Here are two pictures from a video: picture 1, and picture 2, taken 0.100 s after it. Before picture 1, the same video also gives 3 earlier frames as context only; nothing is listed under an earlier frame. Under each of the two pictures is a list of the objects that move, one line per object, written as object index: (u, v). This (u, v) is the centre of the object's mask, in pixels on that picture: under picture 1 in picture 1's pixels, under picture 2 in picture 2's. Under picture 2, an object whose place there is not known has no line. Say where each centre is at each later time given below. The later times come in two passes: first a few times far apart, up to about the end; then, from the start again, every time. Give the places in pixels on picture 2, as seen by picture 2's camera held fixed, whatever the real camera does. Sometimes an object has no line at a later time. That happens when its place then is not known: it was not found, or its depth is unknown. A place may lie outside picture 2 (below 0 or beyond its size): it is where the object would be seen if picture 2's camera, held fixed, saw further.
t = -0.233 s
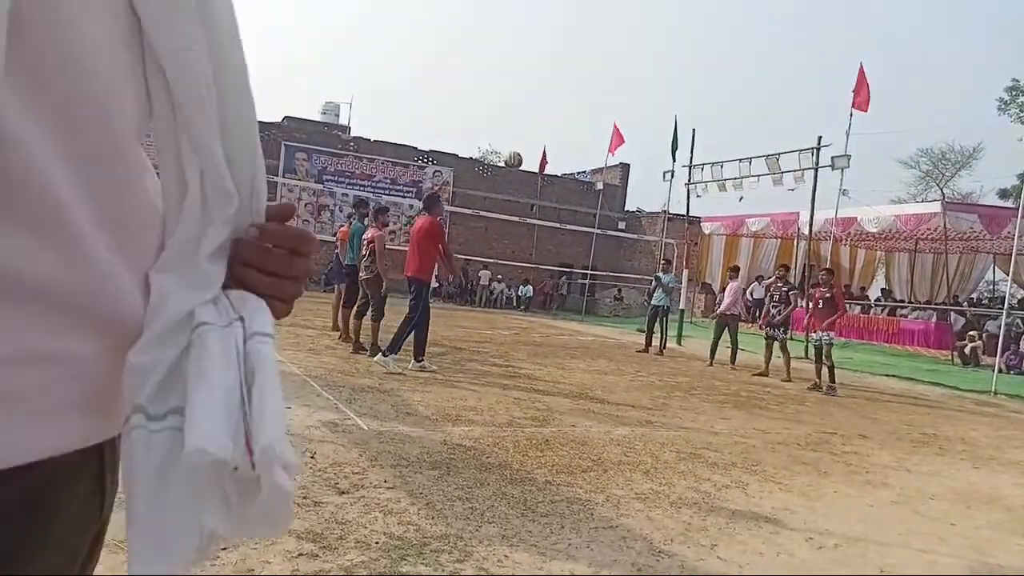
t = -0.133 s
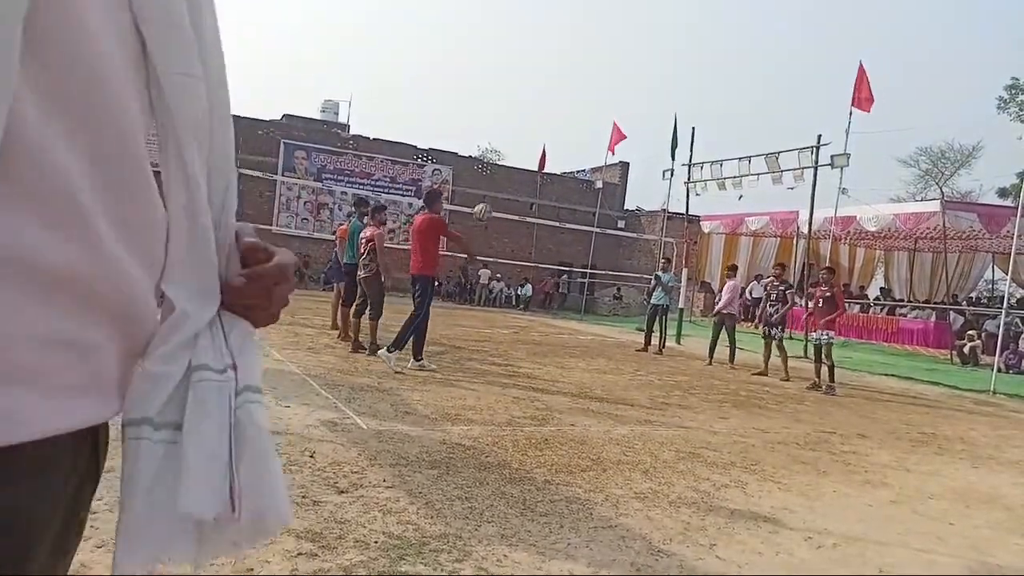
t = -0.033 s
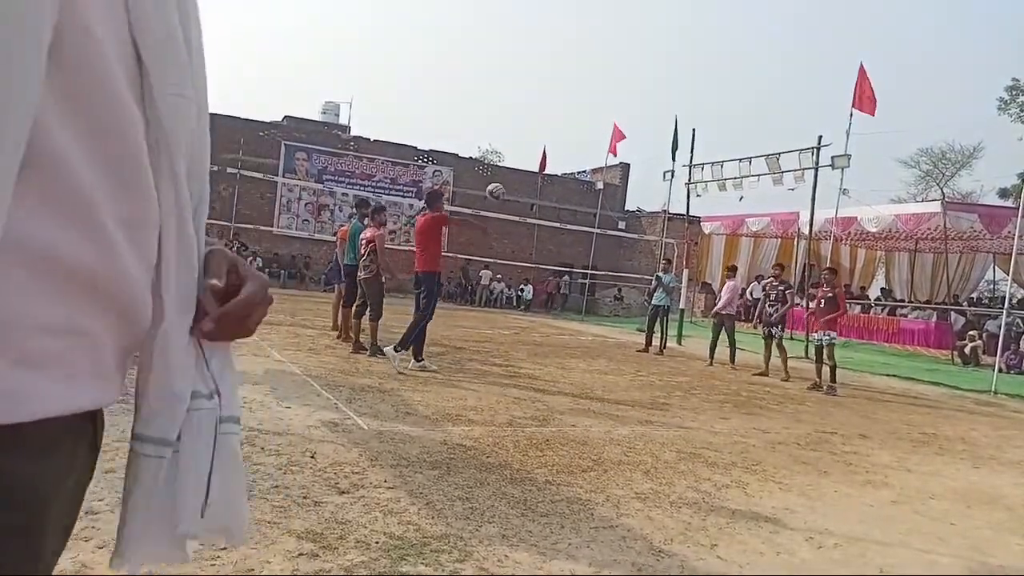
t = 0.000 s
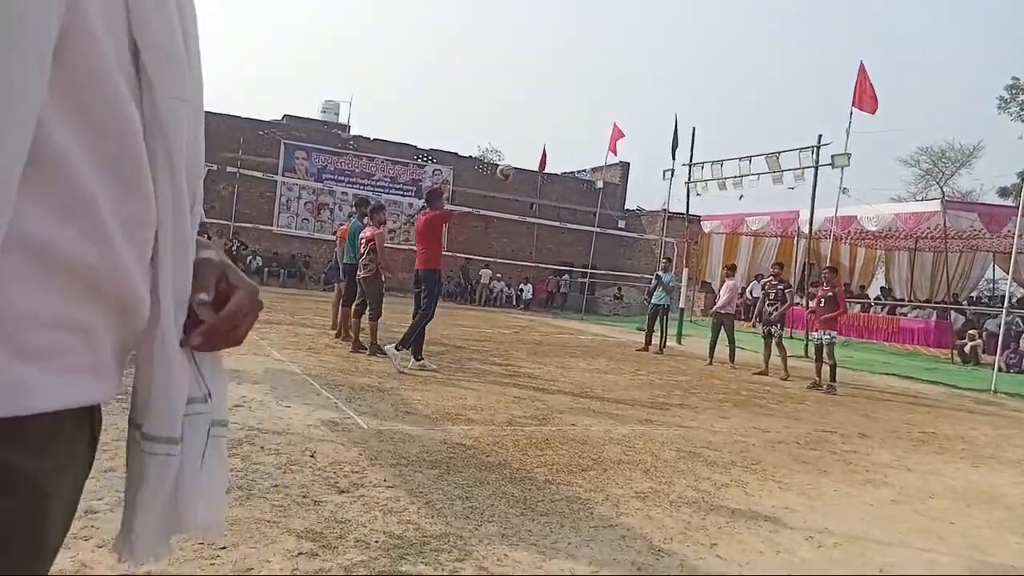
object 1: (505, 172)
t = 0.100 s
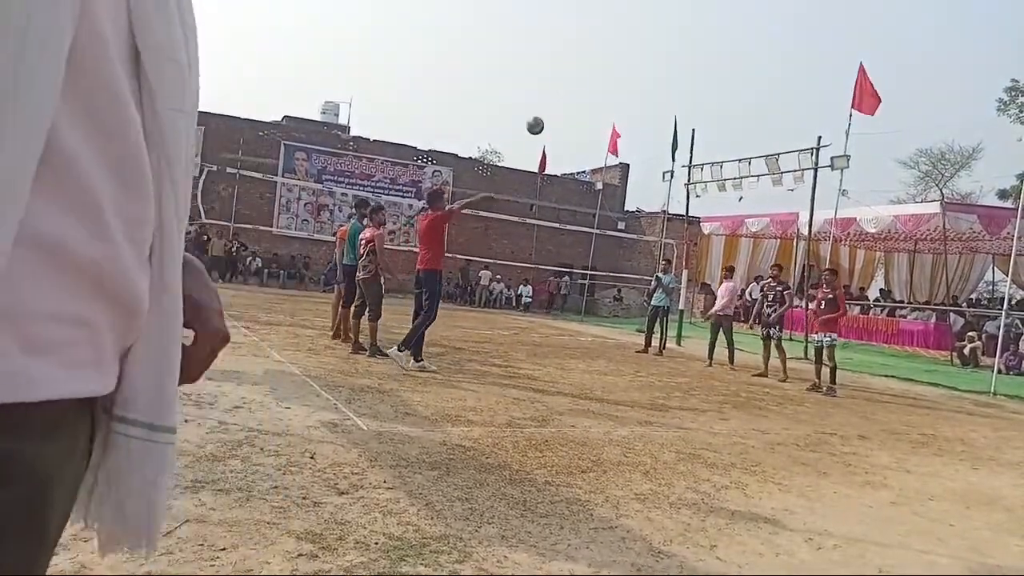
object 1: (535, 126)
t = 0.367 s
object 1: (600, 46)
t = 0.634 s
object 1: (652, 30)
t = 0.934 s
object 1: (696, 76)
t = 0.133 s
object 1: (544, 112)
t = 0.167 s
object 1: (553, 99)
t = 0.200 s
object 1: (561, 88)
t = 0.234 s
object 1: (569, 78)
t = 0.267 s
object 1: (577, 68)
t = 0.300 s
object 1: (585, 60)
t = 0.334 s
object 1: (593, 53)
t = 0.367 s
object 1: (600, 46)
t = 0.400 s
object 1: (607, 41)
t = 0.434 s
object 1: (614, 36)
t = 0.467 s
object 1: (621, 33)
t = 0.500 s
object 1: (627, 31)
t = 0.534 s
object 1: (634, 29)
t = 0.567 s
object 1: (640, 28)
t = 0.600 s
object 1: (646, 29)
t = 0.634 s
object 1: (652, 30)
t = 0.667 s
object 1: (657, 32)
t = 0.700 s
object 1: (663, 35)
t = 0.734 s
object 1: (668, 39)
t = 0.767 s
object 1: (673, 43)
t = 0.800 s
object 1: (678, 48)
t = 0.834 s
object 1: (683, 54)
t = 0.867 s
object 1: (688, 61)
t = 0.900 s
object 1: (692, 68)
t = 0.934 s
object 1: (696, 76)
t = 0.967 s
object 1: (700, 85)
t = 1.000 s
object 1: (704, 94)
